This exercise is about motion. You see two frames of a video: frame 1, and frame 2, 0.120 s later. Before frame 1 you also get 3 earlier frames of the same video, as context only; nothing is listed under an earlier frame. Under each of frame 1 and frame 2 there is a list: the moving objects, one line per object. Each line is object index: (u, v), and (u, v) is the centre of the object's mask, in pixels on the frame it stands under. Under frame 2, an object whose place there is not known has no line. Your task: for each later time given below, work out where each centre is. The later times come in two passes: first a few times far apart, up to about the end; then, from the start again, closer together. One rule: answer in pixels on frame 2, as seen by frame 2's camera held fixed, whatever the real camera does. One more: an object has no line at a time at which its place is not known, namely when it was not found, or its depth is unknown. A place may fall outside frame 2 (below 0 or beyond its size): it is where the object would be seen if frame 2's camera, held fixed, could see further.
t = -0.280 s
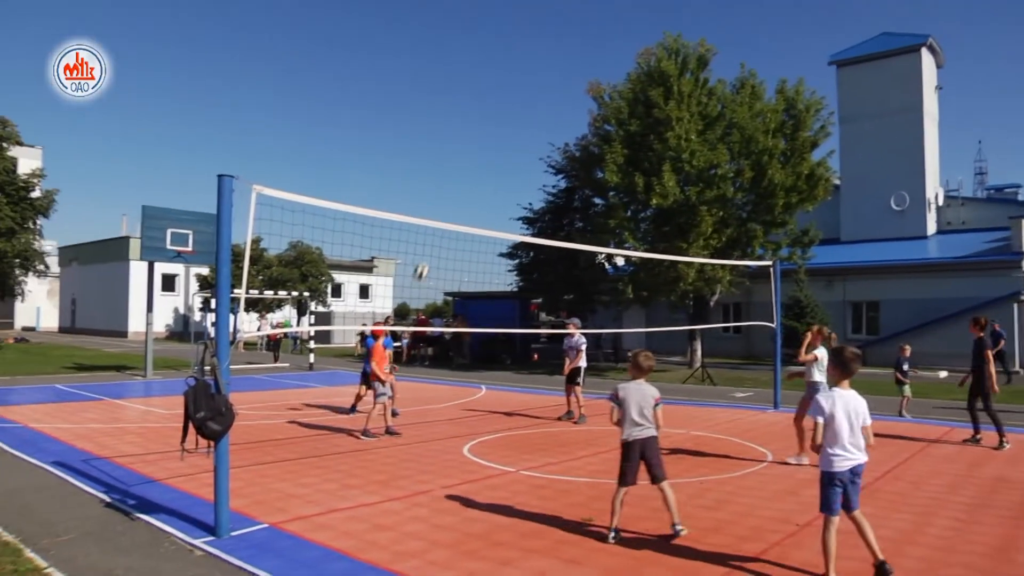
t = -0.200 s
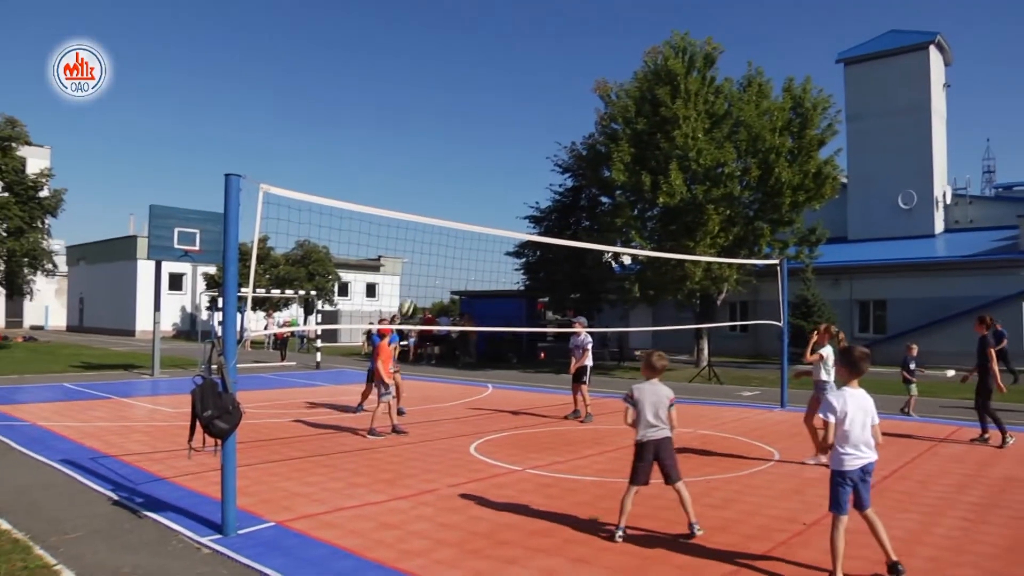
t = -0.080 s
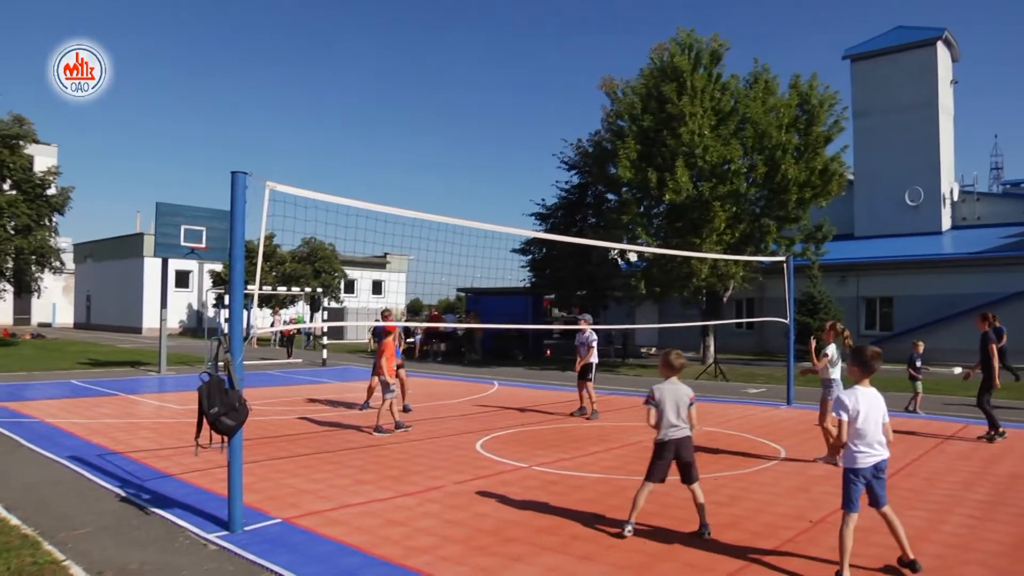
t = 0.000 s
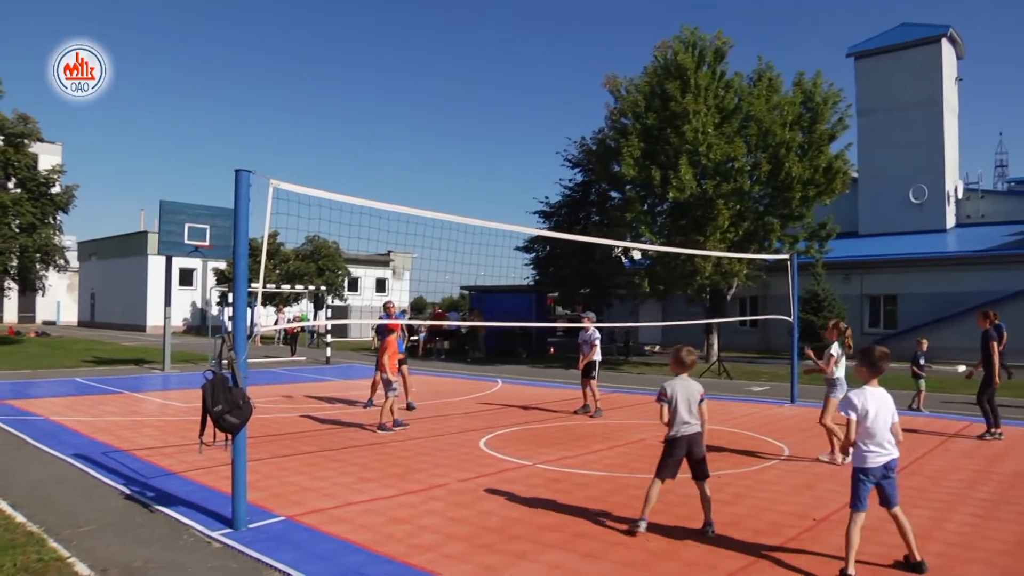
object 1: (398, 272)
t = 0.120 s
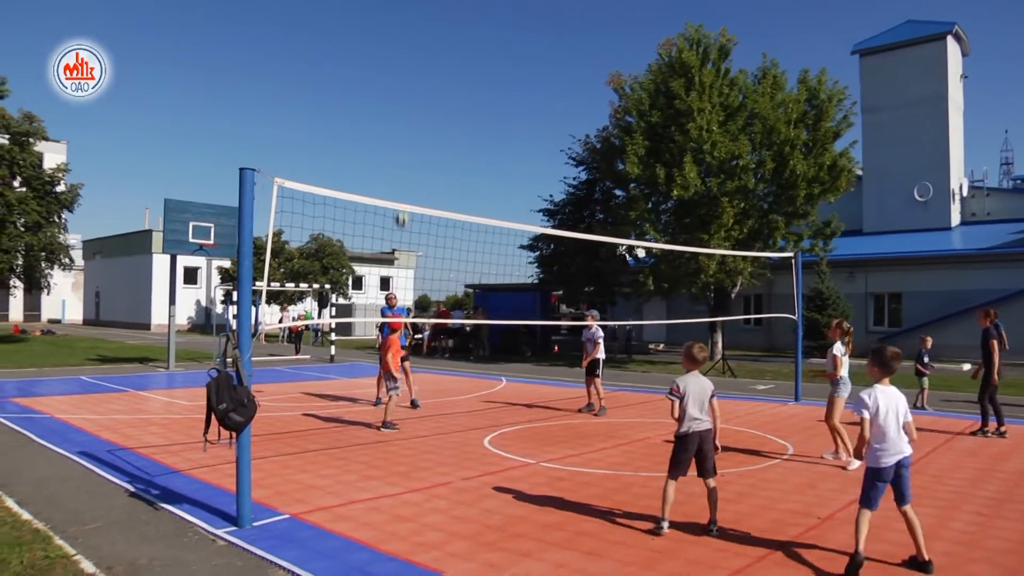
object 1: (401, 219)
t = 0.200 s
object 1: (402, 189)
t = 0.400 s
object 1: (399, 135)
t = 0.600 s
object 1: (396, 105)
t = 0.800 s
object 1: (391, 101)
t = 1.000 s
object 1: (386, 124)
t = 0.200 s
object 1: (402, 189)
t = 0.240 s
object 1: (402, 177)
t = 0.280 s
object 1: (401, 165)
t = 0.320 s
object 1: (400, 154)
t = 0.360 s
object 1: (400, 144)
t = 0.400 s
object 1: (399, 135)
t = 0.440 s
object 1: (399, 127)
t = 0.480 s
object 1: (398, 120)
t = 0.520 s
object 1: (397, 114)
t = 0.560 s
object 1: (397, 109)
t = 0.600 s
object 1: (396, 105)
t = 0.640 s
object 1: (395, 102)
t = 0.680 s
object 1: (394, 100)
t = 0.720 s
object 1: (393, 100)
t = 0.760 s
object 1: (392, 100)
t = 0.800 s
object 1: (391, 101)
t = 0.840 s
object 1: (390, 104)
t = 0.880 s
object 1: (389, 107)
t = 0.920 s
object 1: (388, 112)
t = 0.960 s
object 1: (387, 117)
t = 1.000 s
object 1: (386, 124)
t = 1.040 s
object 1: (384, 132)
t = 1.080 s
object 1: (383, 141)
